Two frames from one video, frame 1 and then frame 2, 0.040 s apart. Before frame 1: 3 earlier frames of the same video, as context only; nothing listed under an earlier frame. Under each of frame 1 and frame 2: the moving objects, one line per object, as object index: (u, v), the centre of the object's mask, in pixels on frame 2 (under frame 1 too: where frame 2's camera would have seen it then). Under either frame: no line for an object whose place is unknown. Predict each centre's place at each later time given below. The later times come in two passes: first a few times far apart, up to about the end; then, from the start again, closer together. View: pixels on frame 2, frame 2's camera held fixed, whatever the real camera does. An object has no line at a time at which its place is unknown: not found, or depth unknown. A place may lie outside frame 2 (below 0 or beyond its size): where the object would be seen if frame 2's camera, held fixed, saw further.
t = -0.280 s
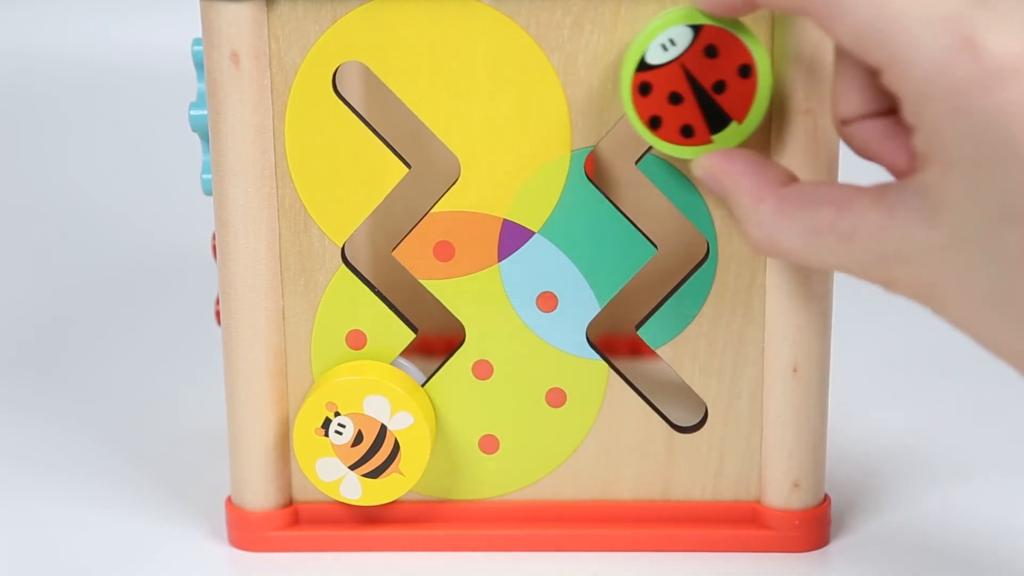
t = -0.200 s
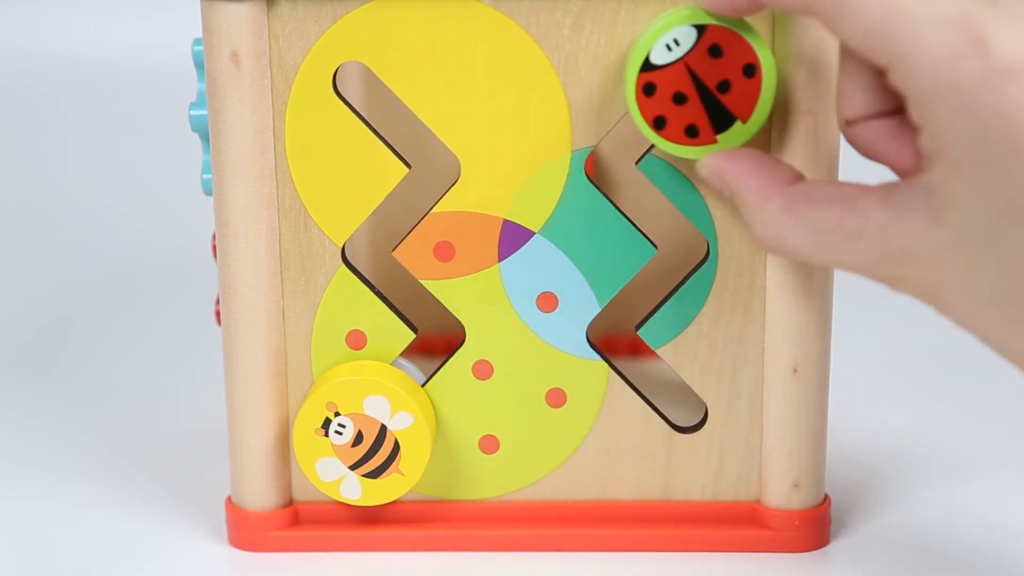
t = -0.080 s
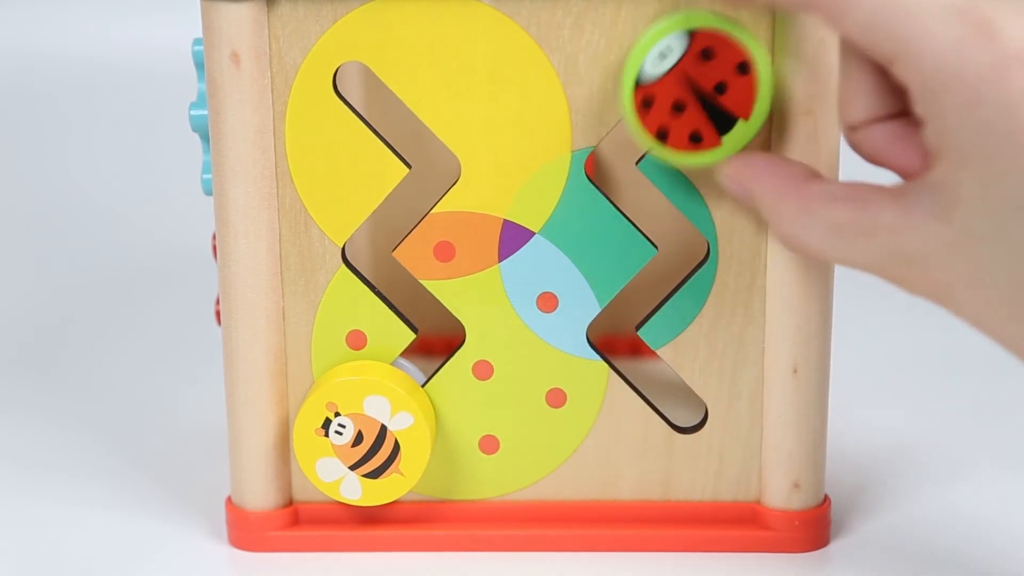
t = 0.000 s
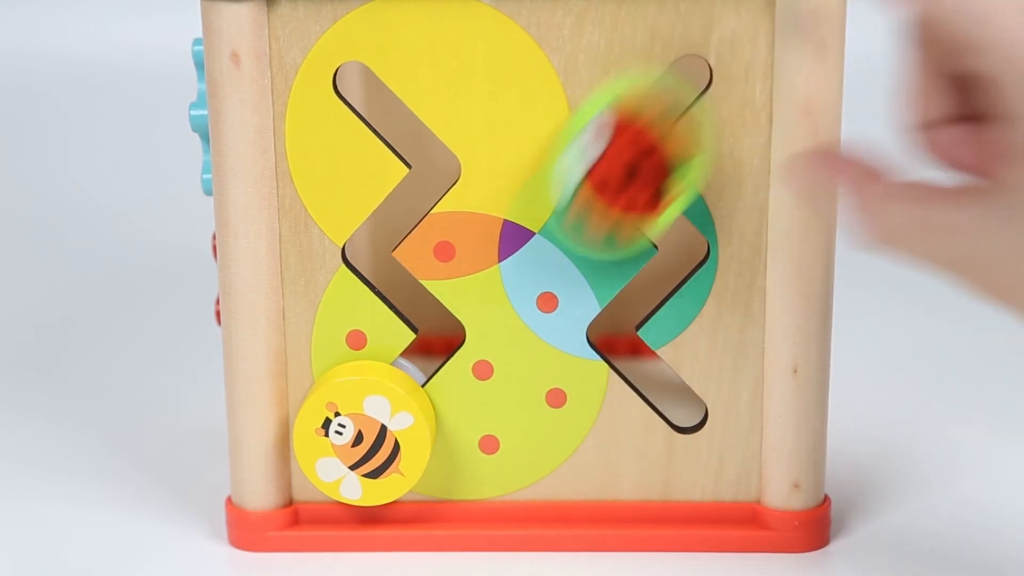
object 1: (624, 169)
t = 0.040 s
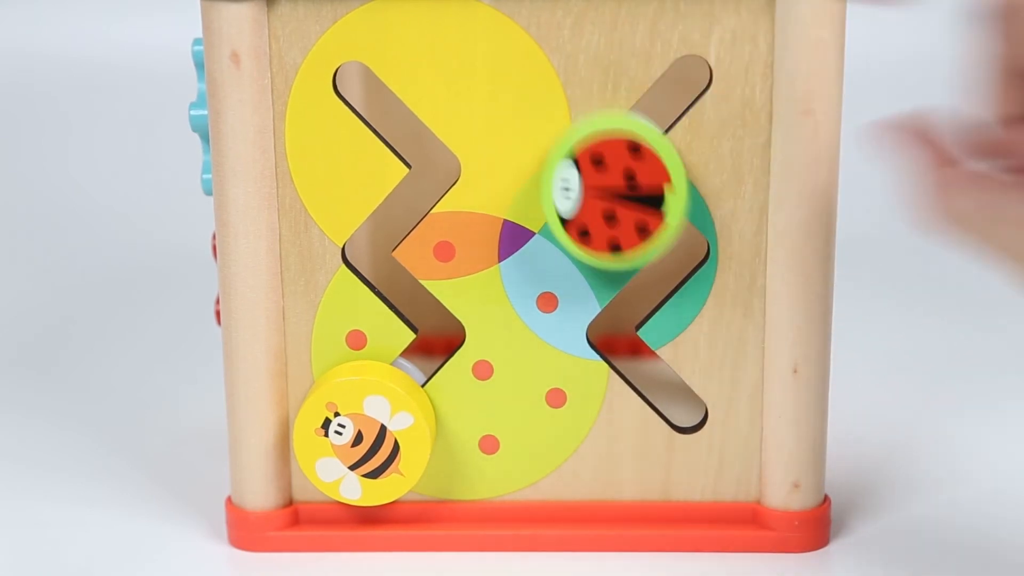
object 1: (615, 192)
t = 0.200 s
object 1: (657, 302)
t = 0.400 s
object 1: (687, 431)
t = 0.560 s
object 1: (687, 431)
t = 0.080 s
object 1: (636, 216)
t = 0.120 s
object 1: (677, 257)
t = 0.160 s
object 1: (679, 273)
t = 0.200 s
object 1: (657, 302)
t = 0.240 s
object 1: (615, 351)
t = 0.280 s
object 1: (631, 369)
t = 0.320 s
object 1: (664, 408)
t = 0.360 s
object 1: (695, 424)
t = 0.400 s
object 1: (687, 431)
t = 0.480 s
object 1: (687, 431)
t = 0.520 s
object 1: (687, 431)
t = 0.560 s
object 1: (687, 431)
